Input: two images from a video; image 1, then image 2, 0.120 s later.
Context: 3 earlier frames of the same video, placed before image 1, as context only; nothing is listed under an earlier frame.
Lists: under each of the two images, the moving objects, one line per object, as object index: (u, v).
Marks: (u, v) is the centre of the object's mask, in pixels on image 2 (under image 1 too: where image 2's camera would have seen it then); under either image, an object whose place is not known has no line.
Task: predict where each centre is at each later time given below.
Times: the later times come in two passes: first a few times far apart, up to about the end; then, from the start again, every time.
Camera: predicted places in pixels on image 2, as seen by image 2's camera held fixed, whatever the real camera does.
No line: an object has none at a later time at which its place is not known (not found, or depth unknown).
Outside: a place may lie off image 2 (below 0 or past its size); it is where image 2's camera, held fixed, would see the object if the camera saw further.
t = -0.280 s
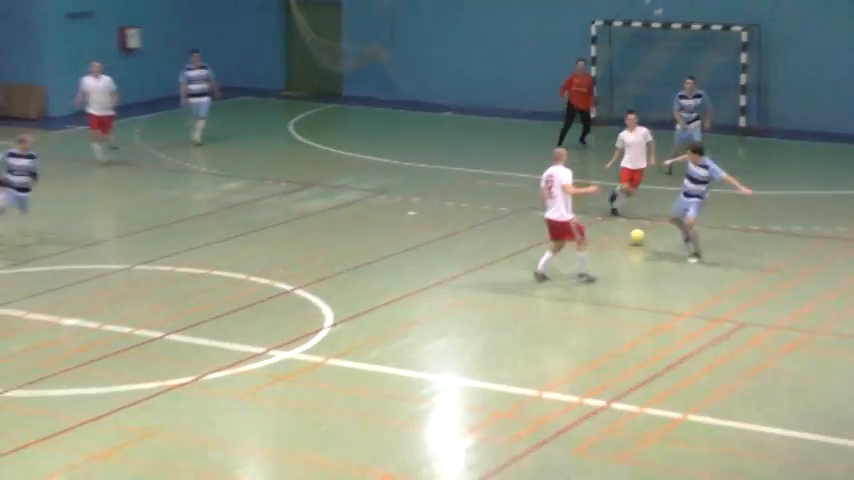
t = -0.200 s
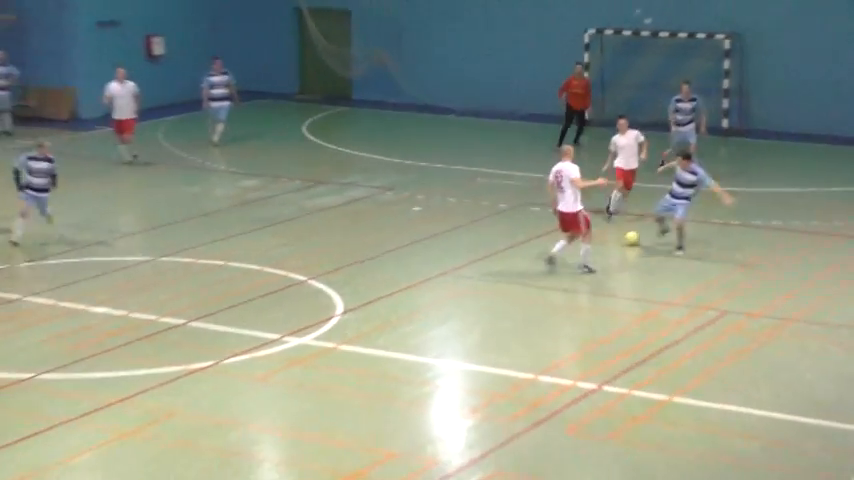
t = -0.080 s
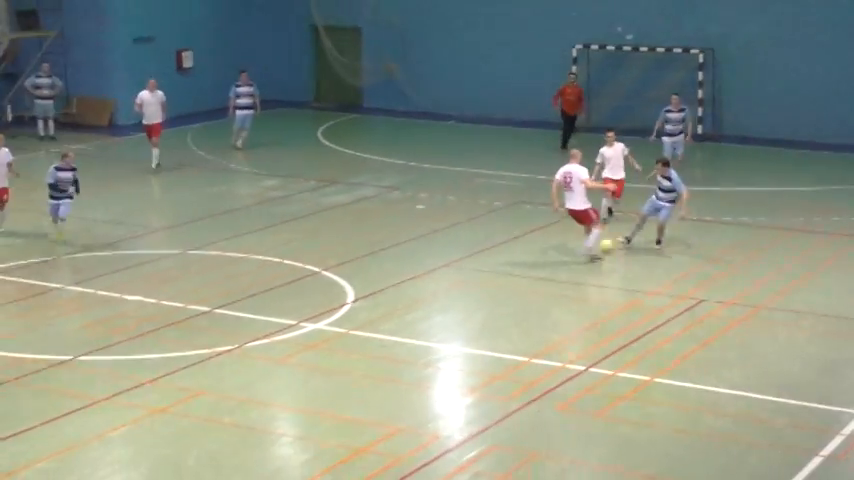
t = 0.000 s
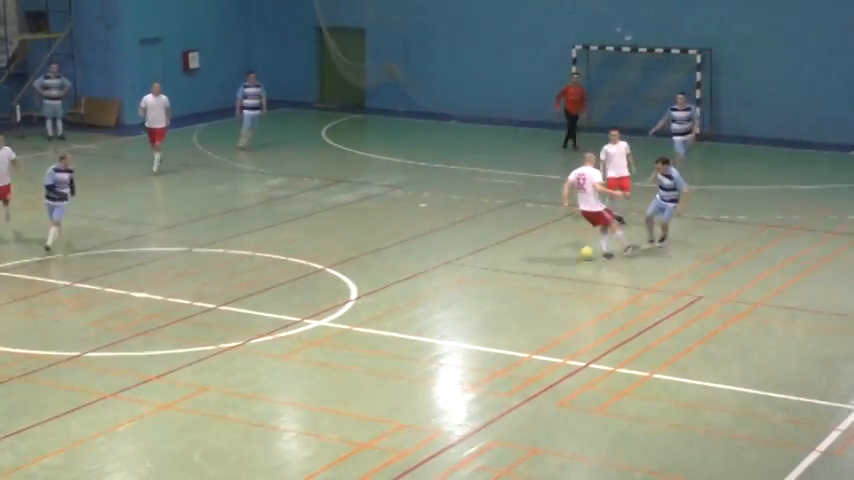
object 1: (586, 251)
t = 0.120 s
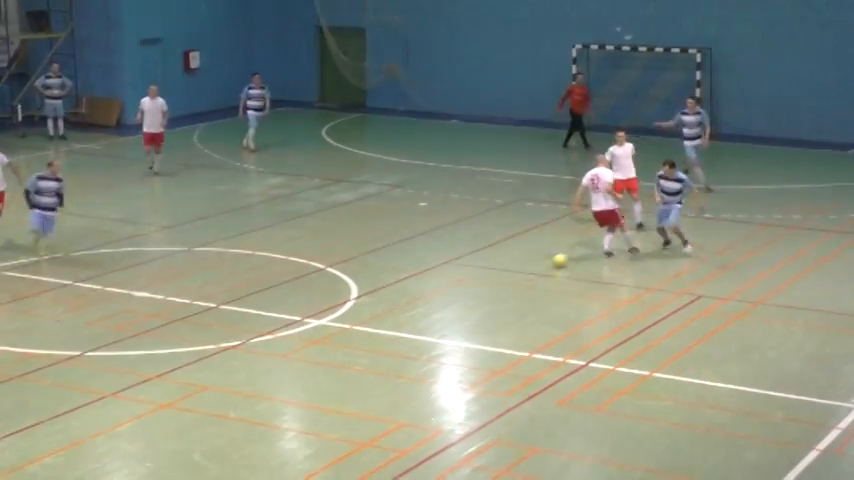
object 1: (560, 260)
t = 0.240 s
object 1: (537, 268)
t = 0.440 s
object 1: (507, 279)
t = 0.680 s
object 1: (472, 295)
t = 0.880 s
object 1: (442, 308)
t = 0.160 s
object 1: (552, 263)
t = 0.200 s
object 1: (545, 265)
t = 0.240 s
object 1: (537, 268)
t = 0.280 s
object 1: (531, 270)
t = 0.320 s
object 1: (525, 272)
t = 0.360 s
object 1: (518, 275)
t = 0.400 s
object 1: (513, 277)
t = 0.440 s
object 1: (507, 279)
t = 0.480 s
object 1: (501, 282)
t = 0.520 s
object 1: (496, 284)
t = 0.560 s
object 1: (490, 287)
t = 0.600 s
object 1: (483, 290)
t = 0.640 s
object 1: (478, 292)
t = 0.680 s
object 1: (472, 295)
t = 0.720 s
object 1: (466, 297)
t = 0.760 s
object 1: (460, 300)
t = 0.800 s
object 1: (454, 303)
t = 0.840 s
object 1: (448, 305)
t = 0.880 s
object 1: (442, 308)
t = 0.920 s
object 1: (436, 311)
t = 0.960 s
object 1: (429, 314)
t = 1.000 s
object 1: (423, 317)
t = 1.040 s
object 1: (416, 320)
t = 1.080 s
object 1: (410, 323)
